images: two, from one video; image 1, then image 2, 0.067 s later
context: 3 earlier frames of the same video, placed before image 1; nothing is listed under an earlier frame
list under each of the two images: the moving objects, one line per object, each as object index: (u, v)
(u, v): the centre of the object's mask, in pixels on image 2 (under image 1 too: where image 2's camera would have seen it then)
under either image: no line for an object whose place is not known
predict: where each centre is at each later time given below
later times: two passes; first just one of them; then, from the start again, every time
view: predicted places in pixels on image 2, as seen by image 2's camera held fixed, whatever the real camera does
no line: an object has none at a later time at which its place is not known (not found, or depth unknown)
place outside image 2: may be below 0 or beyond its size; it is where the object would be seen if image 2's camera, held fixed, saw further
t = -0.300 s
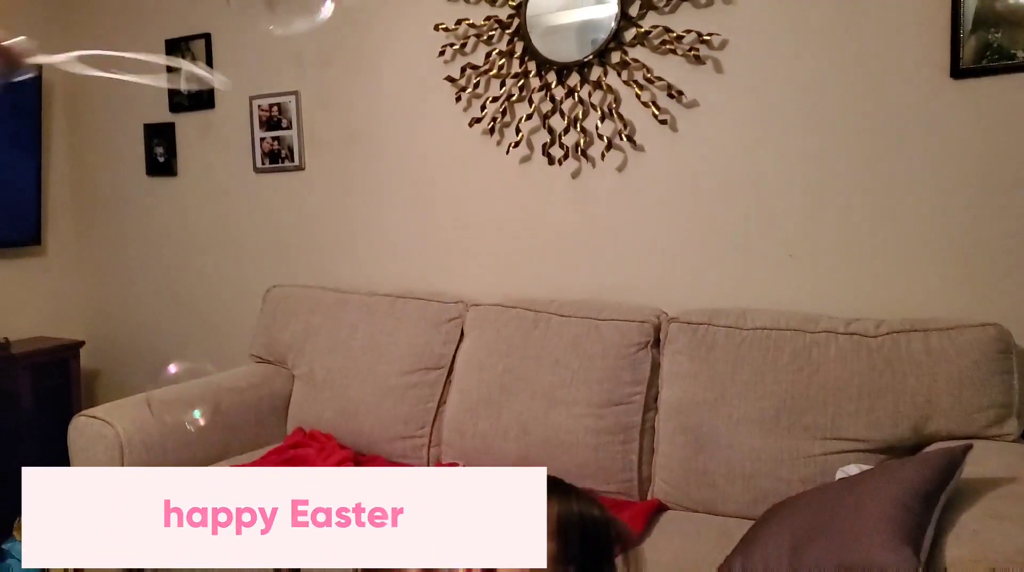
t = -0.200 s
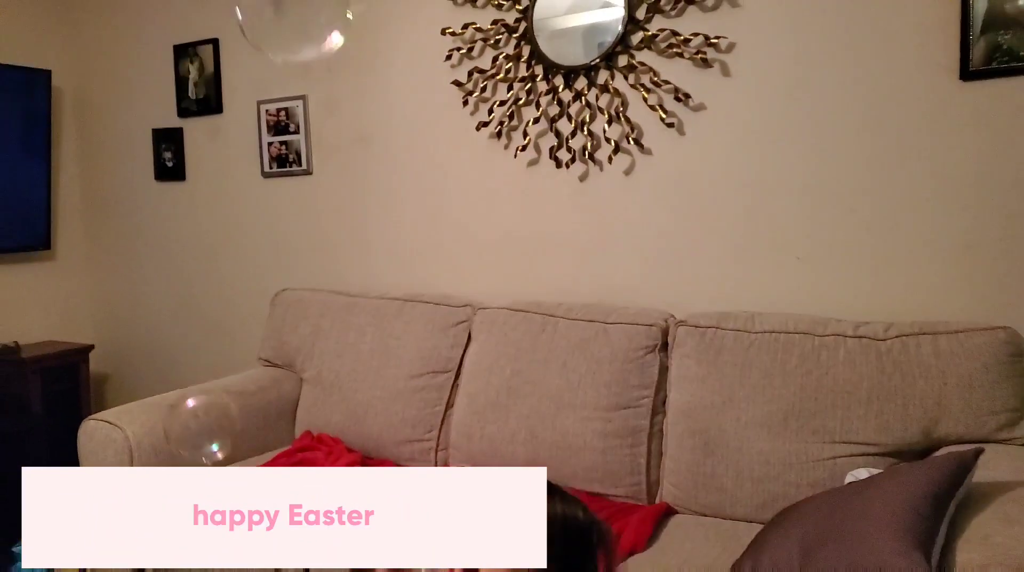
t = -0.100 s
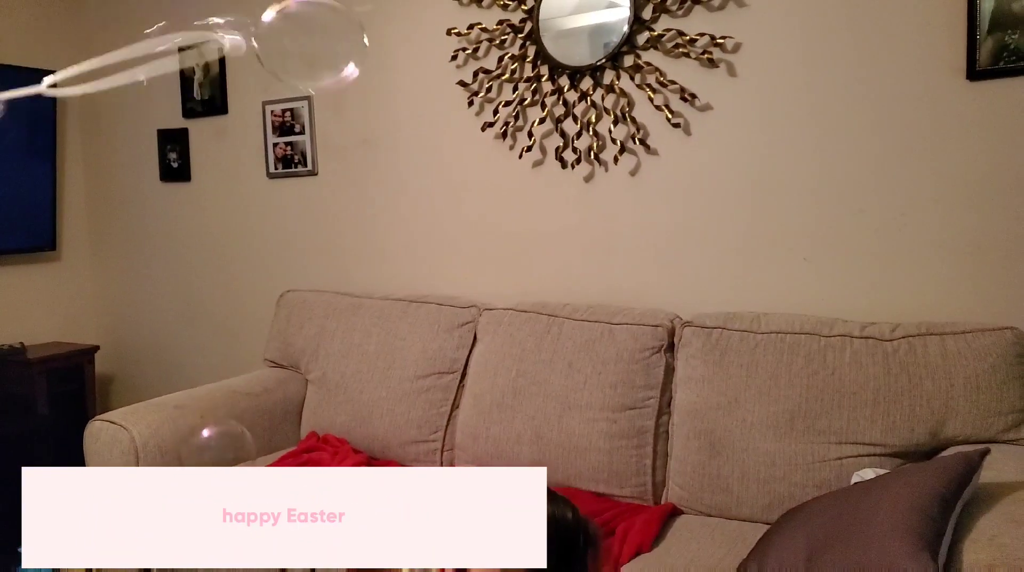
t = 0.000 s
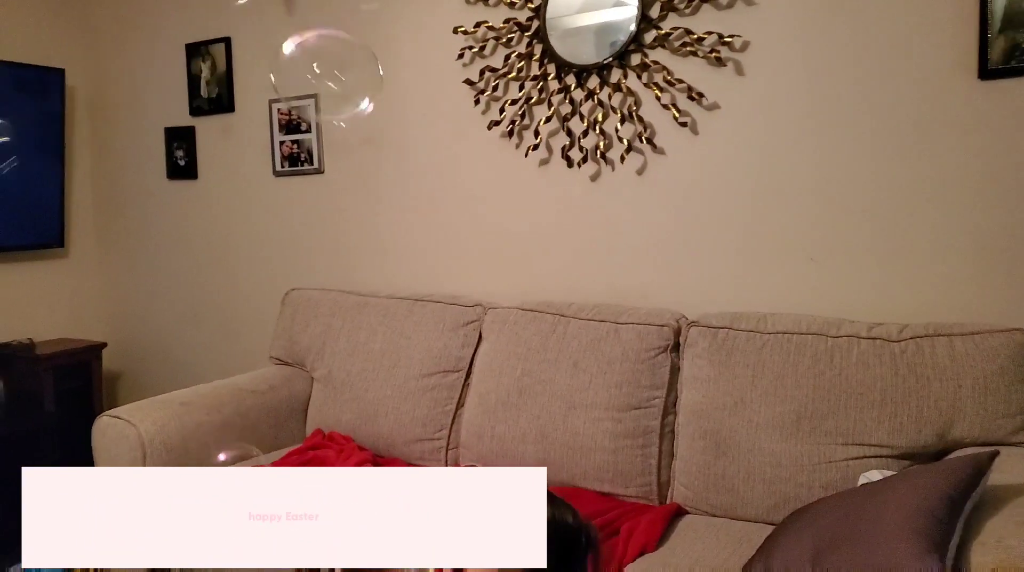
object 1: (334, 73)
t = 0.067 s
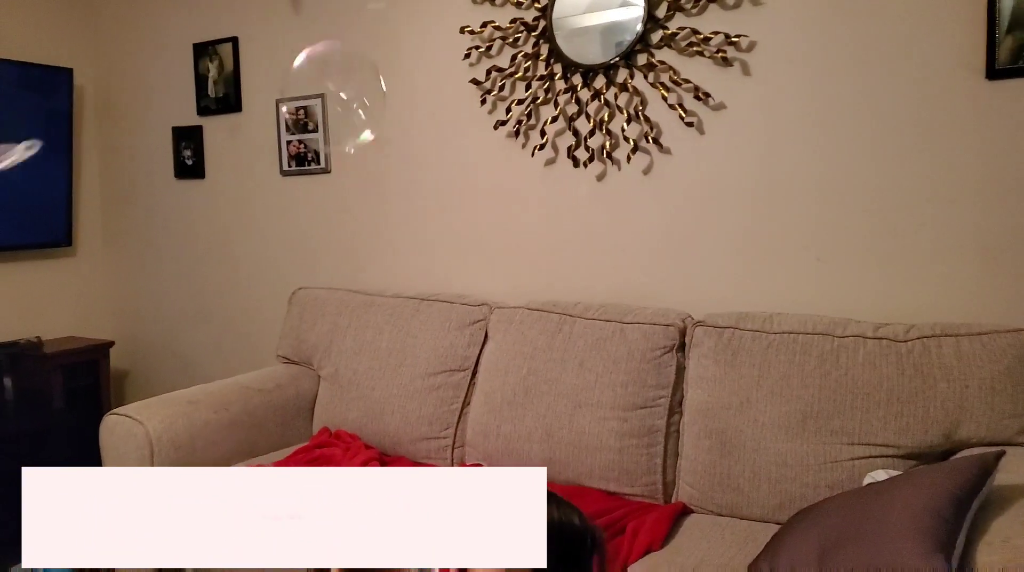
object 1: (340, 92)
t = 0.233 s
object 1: (324, 150)
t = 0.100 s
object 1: (344, 105)
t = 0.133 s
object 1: (329, 123)
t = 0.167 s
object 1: (330, 132)
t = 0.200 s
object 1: (327, 141)
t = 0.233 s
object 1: (324, 150)
